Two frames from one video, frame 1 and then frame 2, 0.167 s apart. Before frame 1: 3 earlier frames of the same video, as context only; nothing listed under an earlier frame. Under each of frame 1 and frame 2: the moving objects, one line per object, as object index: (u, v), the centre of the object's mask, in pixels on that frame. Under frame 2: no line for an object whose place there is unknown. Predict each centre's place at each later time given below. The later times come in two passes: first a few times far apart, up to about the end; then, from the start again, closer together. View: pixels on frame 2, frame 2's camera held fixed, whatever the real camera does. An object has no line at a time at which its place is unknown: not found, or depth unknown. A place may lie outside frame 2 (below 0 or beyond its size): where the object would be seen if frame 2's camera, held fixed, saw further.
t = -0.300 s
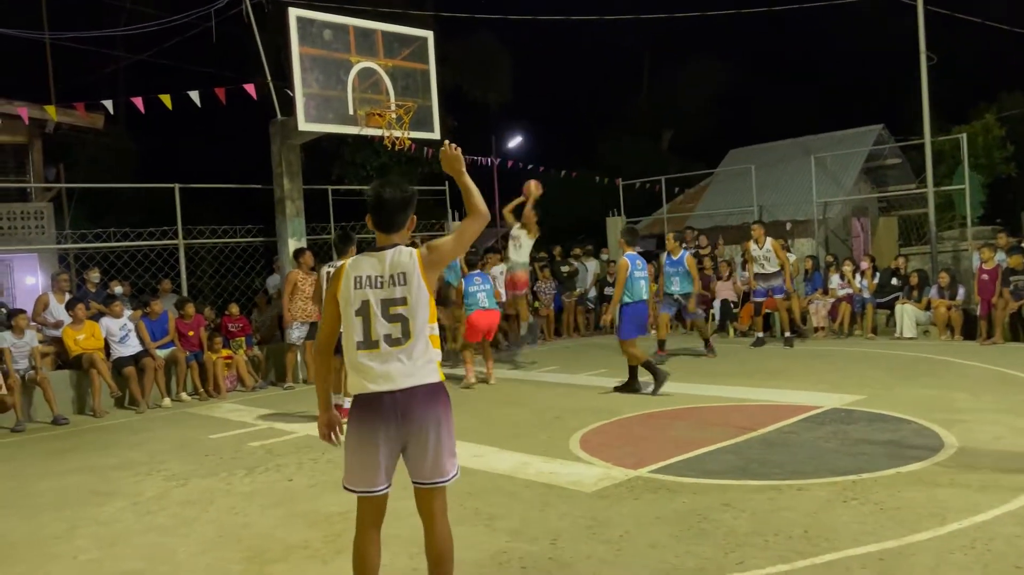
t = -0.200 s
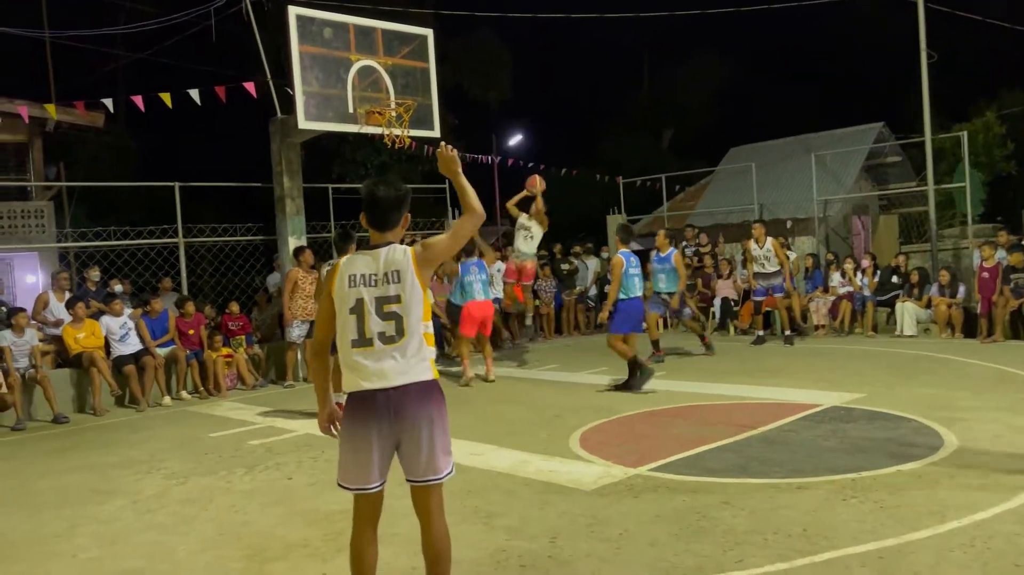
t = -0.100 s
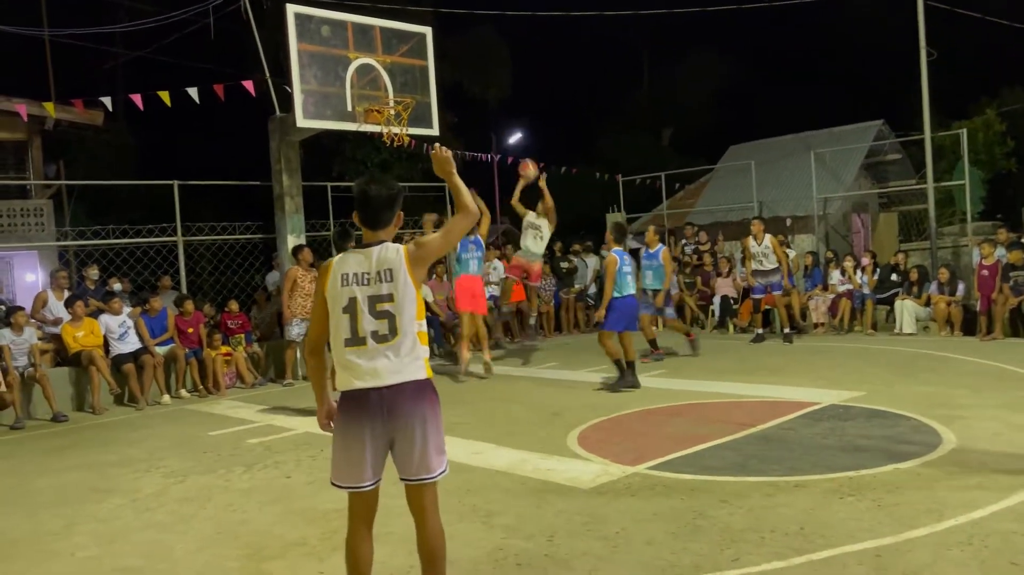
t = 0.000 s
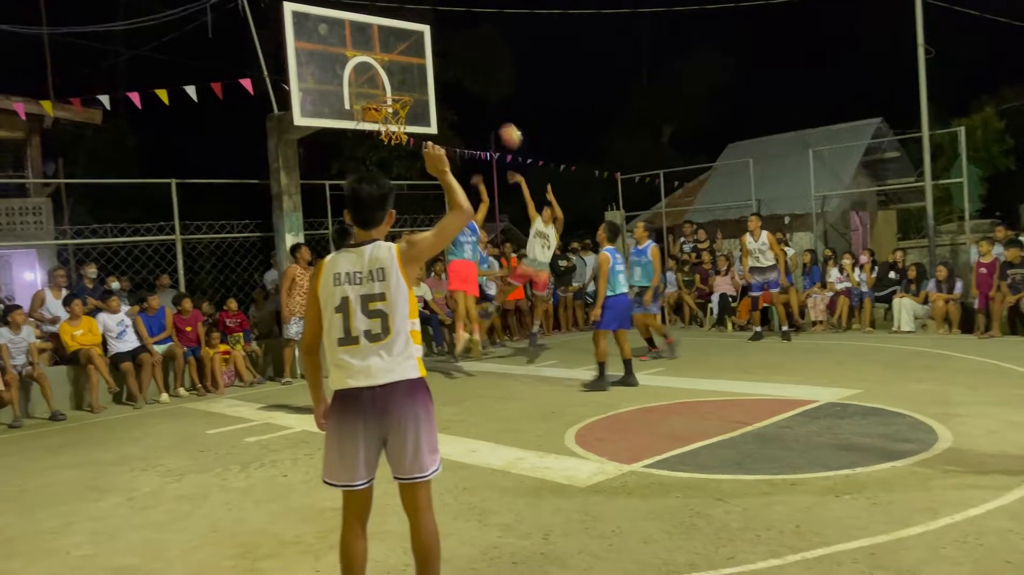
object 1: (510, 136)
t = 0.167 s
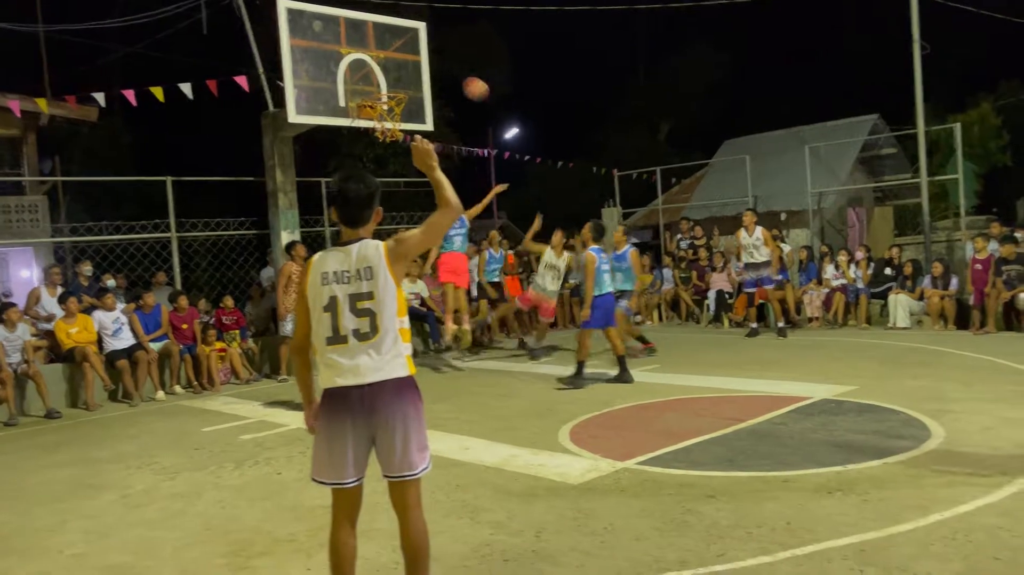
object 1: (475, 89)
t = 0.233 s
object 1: (463, 77)
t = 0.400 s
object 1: (433, 63)
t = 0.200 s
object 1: (469, 83)
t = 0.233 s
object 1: (463, 77)
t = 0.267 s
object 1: (457, 73)
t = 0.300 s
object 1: (451, 69)
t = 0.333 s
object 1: (445, 66)
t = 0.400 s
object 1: (433, 63)
